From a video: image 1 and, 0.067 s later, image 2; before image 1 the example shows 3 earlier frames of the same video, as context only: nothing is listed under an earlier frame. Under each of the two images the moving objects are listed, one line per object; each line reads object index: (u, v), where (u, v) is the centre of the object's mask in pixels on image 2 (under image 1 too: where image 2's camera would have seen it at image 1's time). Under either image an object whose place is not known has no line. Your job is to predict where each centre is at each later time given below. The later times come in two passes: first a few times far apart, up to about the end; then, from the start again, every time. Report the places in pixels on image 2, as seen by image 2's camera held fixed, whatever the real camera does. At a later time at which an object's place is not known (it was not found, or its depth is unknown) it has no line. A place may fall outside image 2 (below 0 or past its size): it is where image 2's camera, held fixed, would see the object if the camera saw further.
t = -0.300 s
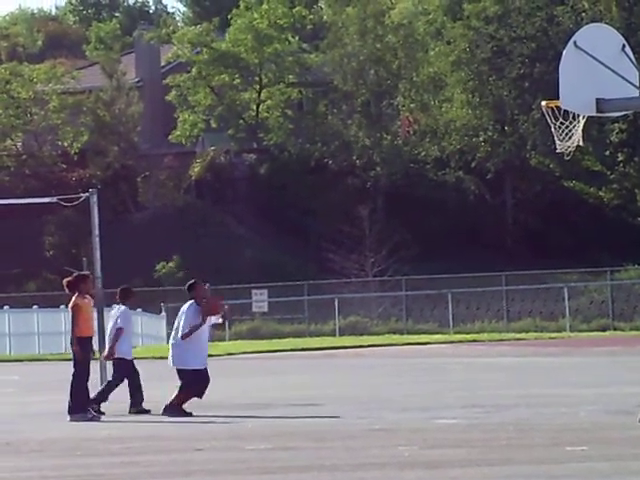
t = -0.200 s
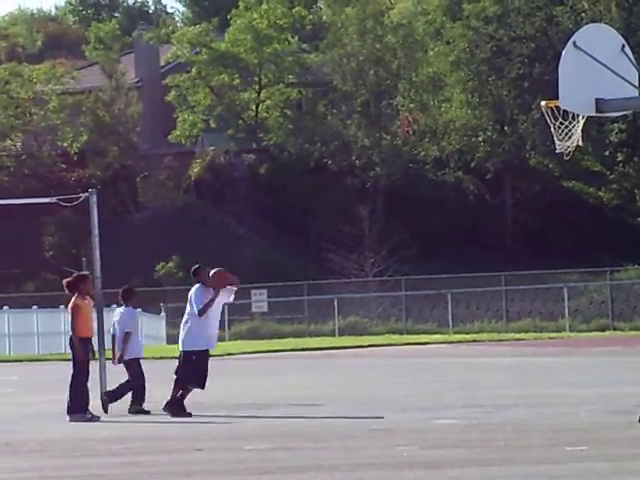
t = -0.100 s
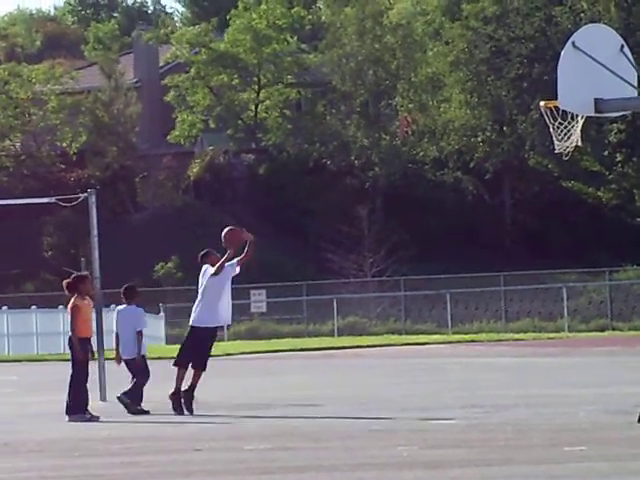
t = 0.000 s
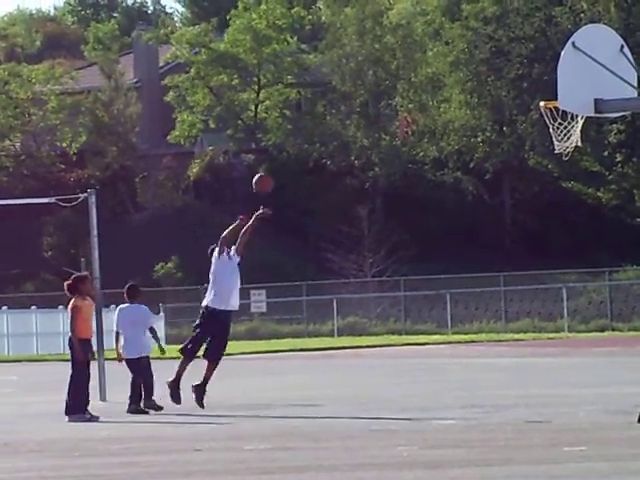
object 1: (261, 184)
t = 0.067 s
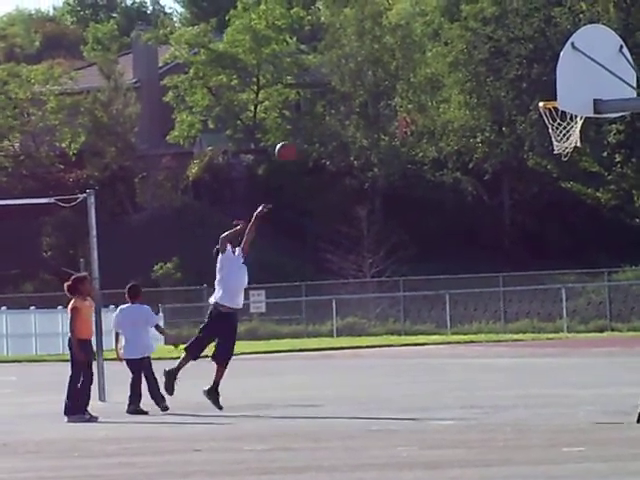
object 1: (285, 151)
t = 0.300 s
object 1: (370, 73)
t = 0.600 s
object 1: (484, 45)
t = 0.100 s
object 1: (297, 138)
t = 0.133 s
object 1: (309, 123)
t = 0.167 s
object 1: (320, 111)
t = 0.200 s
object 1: (333, 100)
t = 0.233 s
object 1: (344, 91)
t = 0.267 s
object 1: (357, 81)
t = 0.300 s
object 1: (370, 73)
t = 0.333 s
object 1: (381, 65)
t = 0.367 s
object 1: (394, 59)
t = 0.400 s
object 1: (406, 53)
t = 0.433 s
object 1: (419, 50)
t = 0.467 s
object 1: (432, 46)
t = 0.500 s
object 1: (445, 44)
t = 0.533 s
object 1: (457, 43)
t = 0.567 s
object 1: (471, 44)
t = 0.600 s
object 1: (484, 45)
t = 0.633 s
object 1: (498, 48)
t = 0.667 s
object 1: (511, 51)
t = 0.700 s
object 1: (525, 56)
